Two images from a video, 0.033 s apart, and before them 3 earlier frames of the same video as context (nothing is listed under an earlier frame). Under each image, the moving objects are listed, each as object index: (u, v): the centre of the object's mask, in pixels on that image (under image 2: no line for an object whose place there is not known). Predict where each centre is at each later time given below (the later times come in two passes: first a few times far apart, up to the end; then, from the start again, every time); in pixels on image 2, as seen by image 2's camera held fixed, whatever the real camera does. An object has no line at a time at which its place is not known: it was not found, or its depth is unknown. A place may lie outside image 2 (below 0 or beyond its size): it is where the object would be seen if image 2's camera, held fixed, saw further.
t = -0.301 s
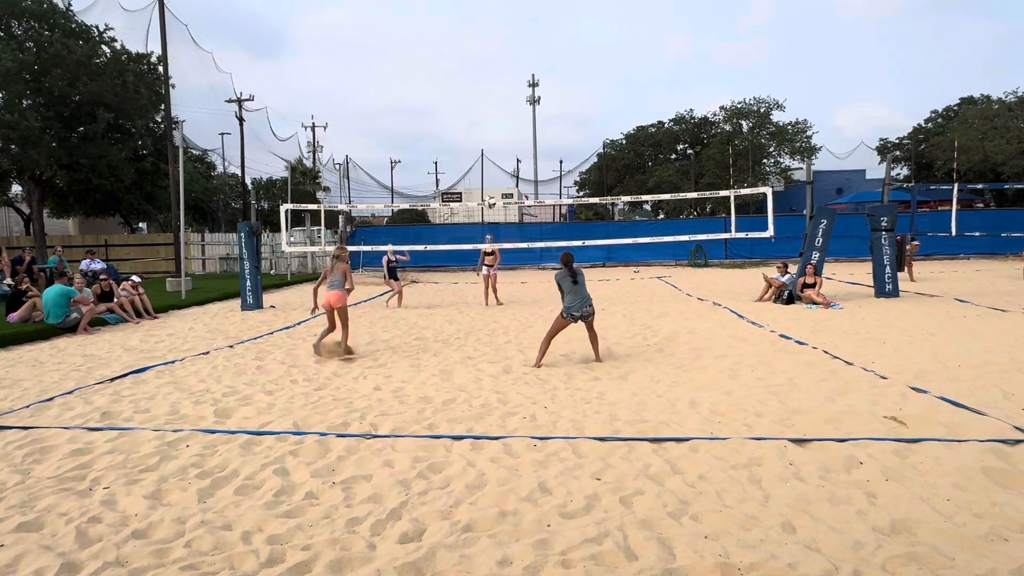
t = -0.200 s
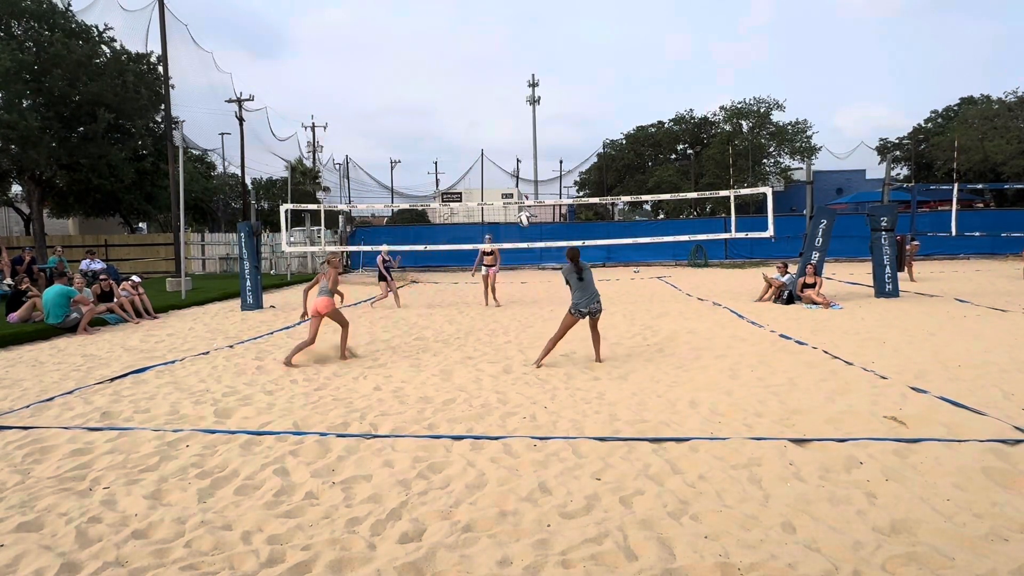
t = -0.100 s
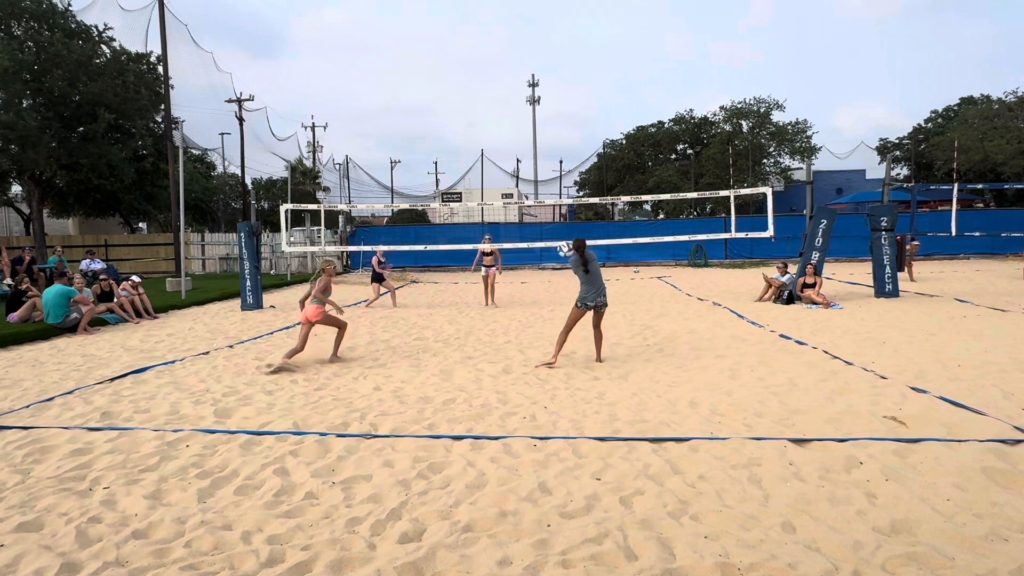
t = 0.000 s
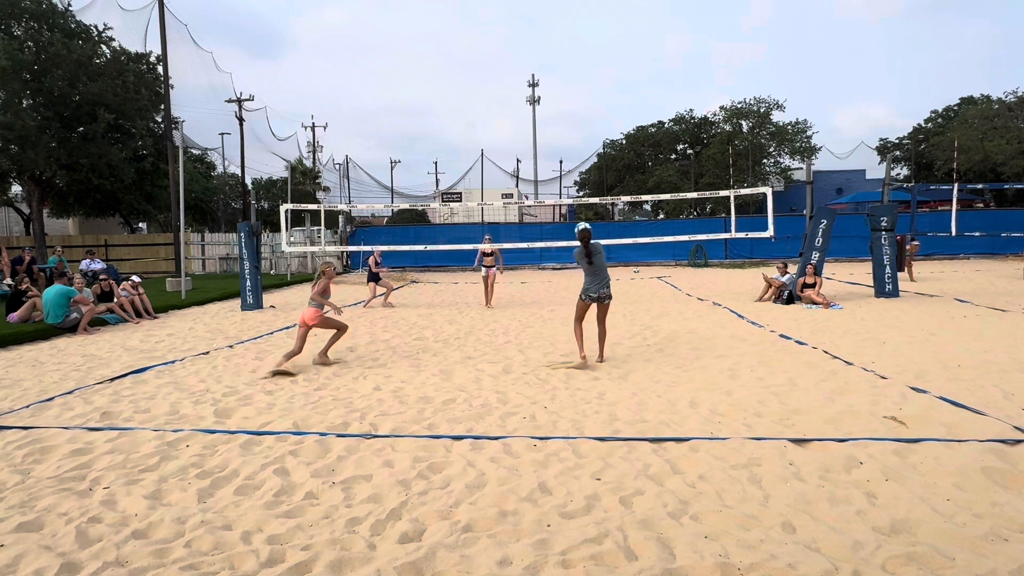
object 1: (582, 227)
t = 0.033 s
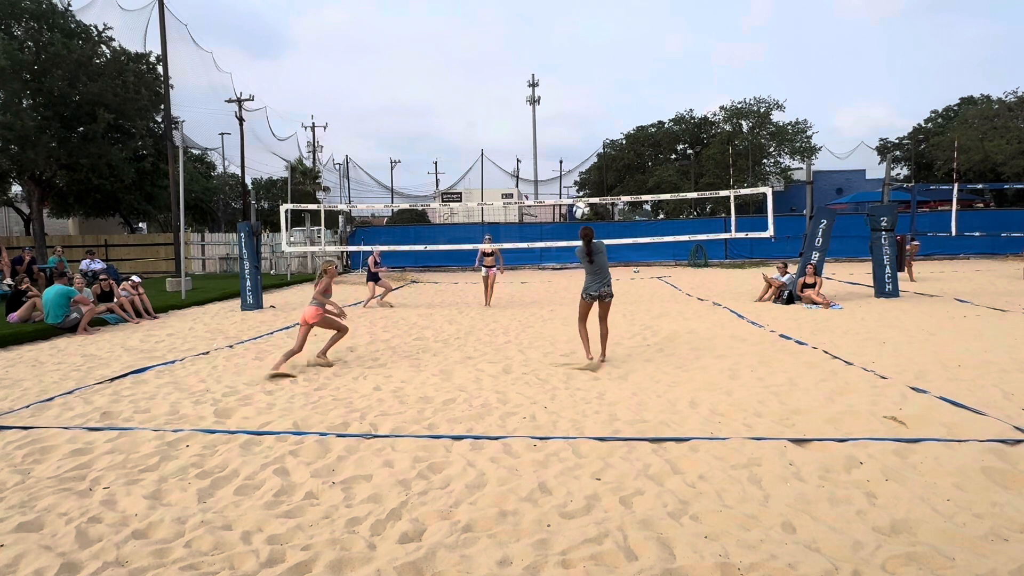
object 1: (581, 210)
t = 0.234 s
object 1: (571, 111)
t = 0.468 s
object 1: (560, 41)
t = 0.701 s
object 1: (550, 13)
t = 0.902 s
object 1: (543, 20)
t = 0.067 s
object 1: (580, 191)
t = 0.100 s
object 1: (578, 173)
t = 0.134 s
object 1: (576, 156)
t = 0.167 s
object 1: (574, 141)
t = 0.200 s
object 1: (572, 126)
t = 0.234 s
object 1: (571, 111)
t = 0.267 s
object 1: (569, 98)
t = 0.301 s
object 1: (568, 87)
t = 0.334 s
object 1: (566, 75)
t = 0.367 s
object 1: (564, 65)
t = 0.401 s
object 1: (563, 56)
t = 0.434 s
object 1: (561, 48)
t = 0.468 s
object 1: (560, 41)
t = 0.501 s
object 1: (558, 34)
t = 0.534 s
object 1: (557, 28)
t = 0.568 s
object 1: (556, 24)
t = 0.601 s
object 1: (554, 20)
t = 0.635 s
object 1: (553, 17)
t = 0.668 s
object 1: (552, 14)
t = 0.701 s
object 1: (550, 13)
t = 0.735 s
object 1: (549, 12)
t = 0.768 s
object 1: (548, 12)
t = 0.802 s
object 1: (546, 13)
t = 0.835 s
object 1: (545, 14)
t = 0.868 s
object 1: (544, 17)
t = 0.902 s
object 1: (543, 20)
